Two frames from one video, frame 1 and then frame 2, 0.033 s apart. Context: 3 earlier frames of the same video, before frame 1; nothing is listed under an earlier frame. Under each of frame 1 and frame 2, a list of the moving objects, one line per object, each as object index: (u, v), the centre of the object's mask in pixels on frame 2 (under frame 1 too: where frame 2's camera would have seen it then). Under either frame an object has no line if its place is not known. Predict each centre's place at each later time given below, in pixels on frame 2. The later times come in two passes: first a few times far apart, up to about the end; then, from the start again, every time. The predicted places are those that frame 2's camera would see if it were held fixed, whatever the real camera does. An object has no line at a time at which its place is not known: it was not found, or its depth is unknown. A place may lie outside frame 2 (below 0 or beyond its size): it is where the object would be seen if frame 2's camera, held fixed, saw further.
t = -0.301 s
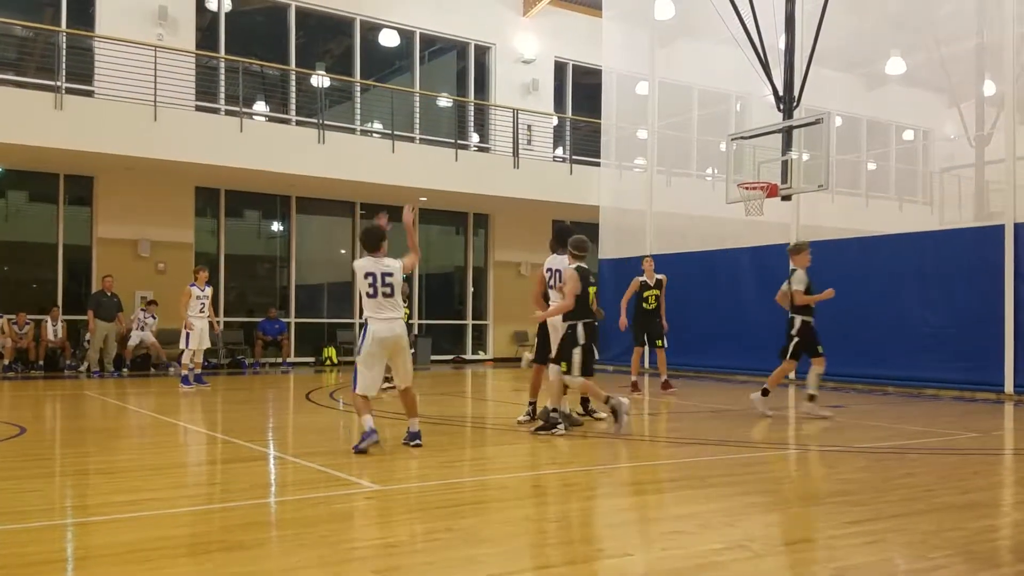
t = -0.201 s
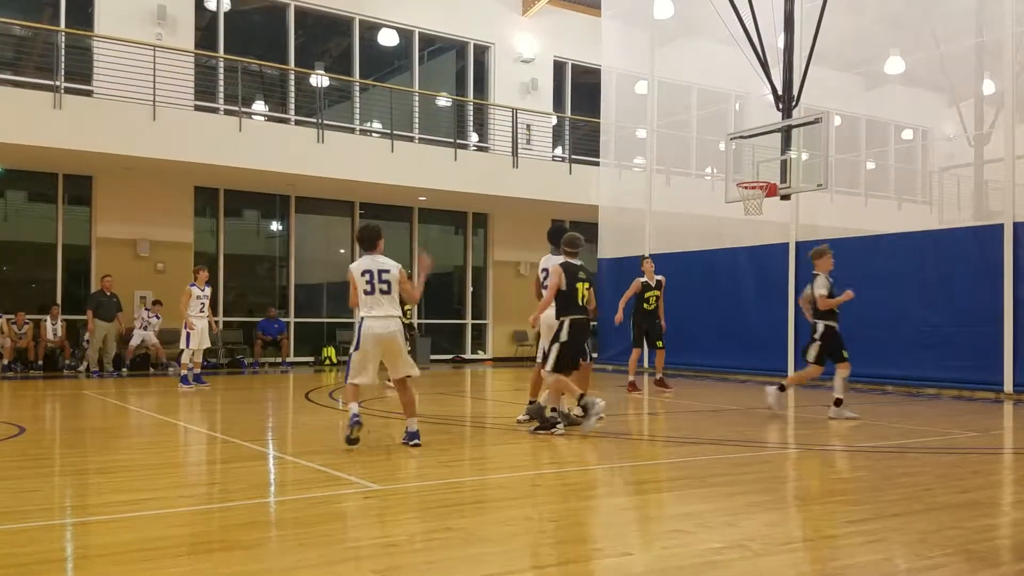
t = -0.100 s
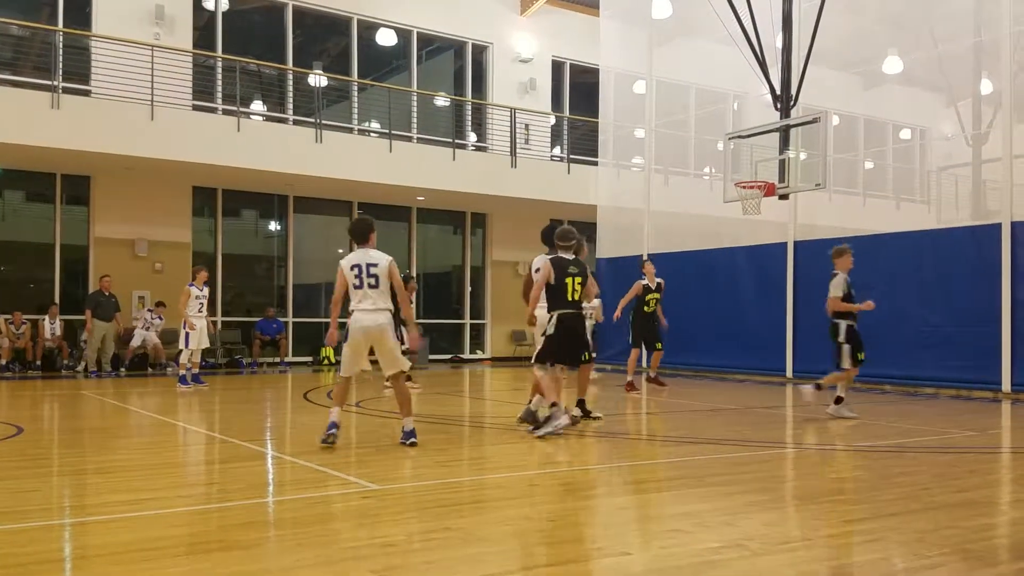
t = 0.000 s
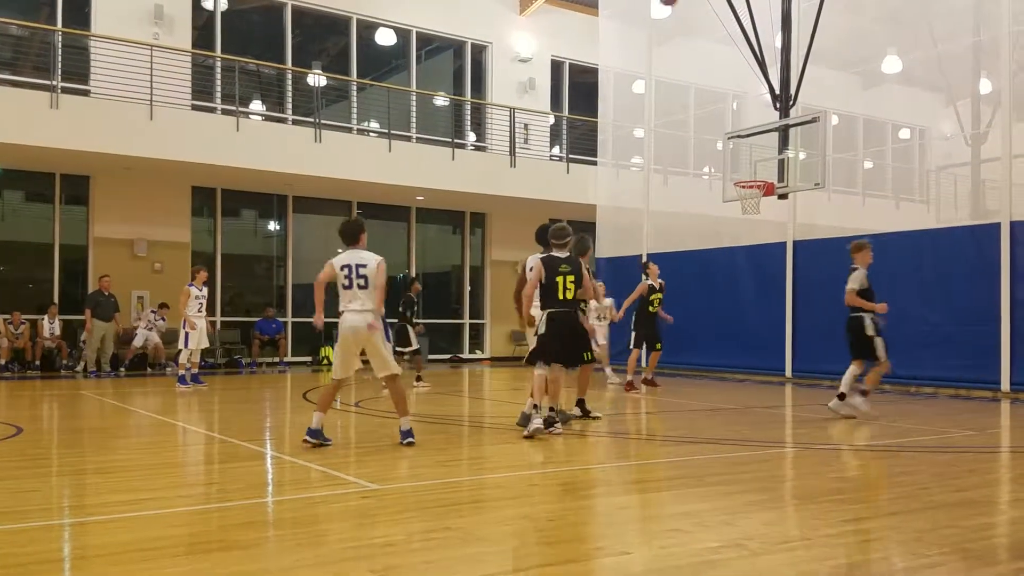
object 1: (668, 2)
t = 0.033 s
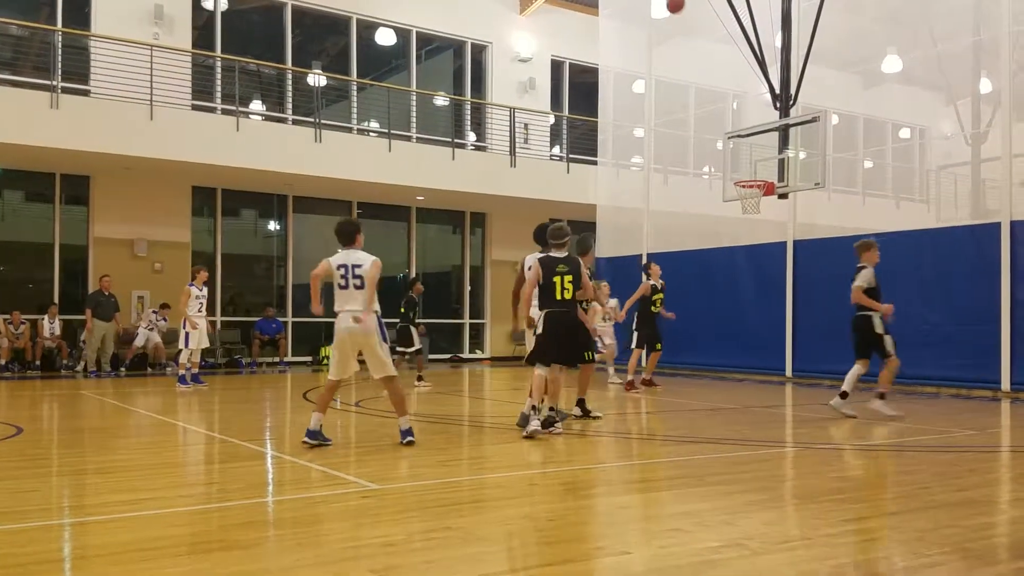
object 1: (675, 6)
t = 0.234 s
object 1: (710, 59)
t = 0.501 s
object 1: (750, 163)
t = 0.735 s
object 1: (740, 192)
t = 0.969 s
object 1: (751, 208)
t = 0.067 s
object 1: (681, 10)
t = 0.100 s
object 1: (687, 19)
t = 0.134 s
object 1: (693, 28)
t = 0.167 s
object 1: (699, 37)
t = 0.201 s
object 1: (705, 48)
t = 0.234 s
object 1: (710, 59)
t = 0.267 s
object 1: (716, 70)
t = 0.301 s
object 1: (721, 82)
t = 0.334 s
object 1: (726, 94)
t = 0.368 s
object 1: (731, 107)
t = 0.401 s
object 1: (736, 120)
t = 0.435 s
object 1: (741, 134)
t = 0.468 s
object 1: (745, 148)
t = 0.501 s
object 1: (750, 163)
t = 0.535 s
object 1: (753, 177)
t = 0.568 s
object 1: (751, 188)
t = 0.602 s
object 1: (745, 193)
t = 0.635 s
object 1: (741, 194)
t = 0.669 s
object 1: (741, 191)
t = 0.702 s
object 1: (740, 191)
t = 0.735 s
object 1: (740, 192)
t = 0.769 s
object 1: (741, 193)
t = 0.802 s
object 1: (742, 195)
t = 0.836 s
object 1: (744, 198)
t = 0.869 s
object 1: (746, 200)
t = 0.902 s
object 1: (747, 203)
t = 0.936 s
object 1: (749, 205)
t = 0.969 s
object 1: (751, 208)
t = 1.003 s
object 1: (752, 211)
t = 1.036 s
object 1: (753, 215)
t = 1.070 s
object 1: (755, 219)
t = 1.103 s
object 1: (756, 223)
